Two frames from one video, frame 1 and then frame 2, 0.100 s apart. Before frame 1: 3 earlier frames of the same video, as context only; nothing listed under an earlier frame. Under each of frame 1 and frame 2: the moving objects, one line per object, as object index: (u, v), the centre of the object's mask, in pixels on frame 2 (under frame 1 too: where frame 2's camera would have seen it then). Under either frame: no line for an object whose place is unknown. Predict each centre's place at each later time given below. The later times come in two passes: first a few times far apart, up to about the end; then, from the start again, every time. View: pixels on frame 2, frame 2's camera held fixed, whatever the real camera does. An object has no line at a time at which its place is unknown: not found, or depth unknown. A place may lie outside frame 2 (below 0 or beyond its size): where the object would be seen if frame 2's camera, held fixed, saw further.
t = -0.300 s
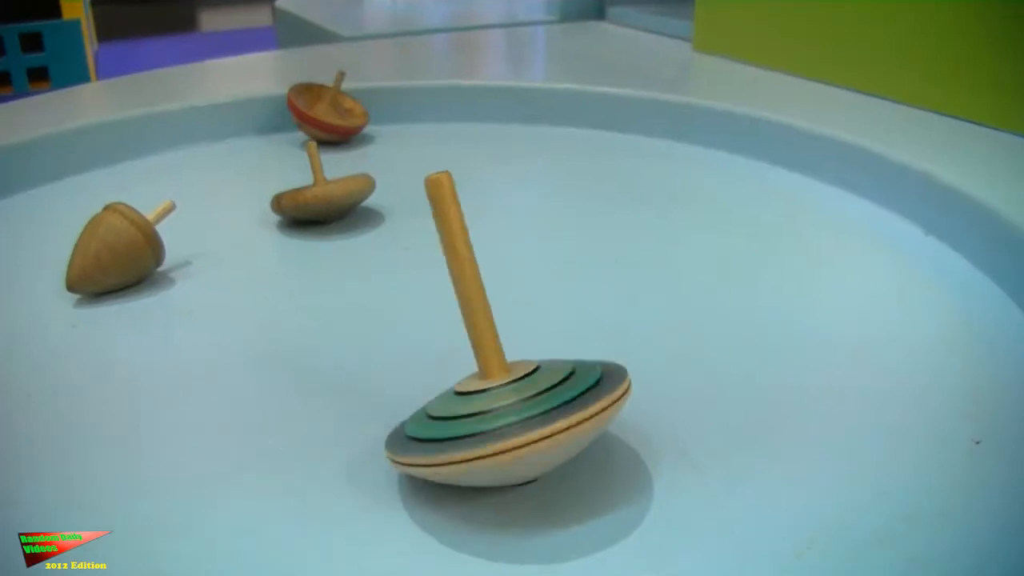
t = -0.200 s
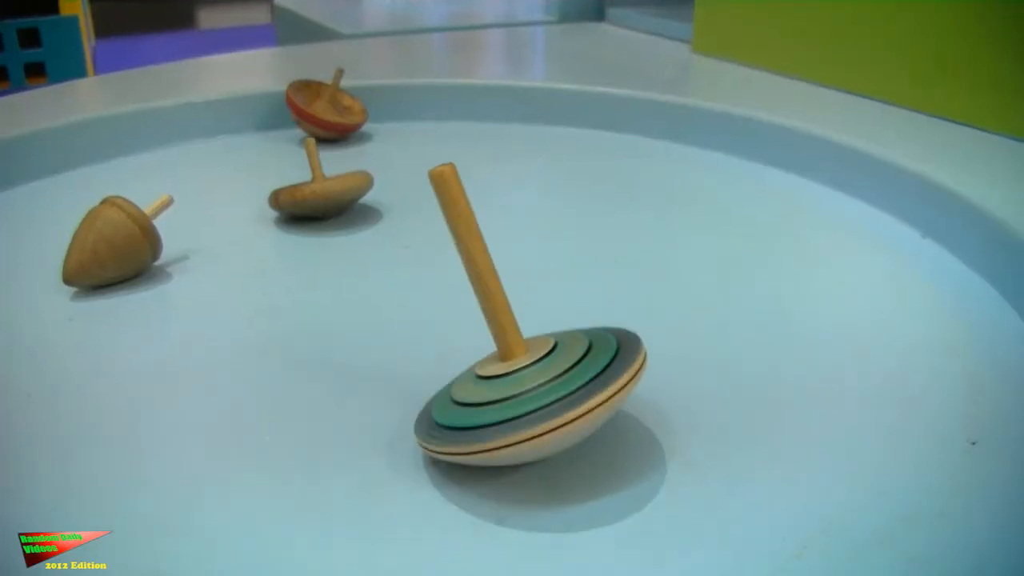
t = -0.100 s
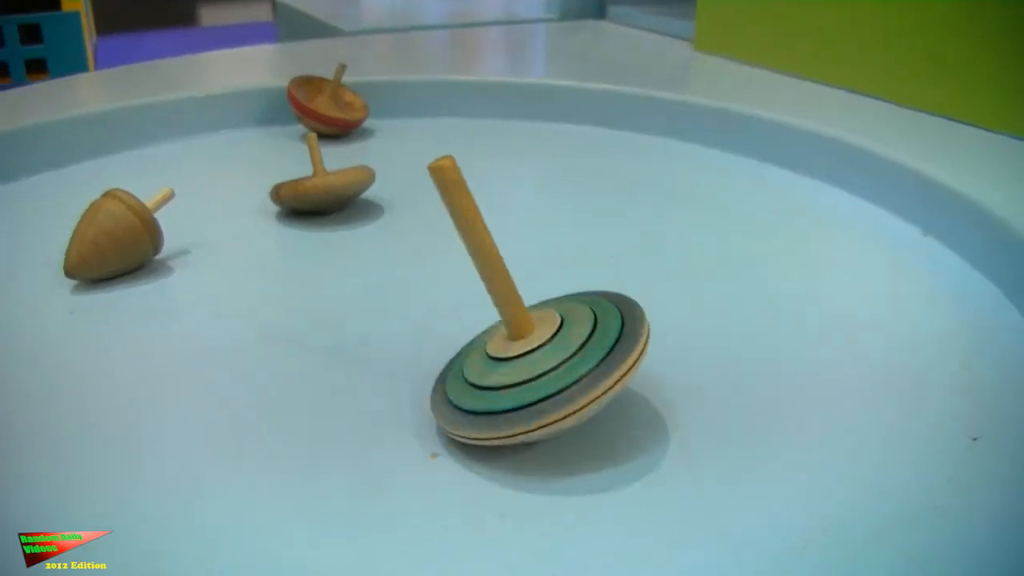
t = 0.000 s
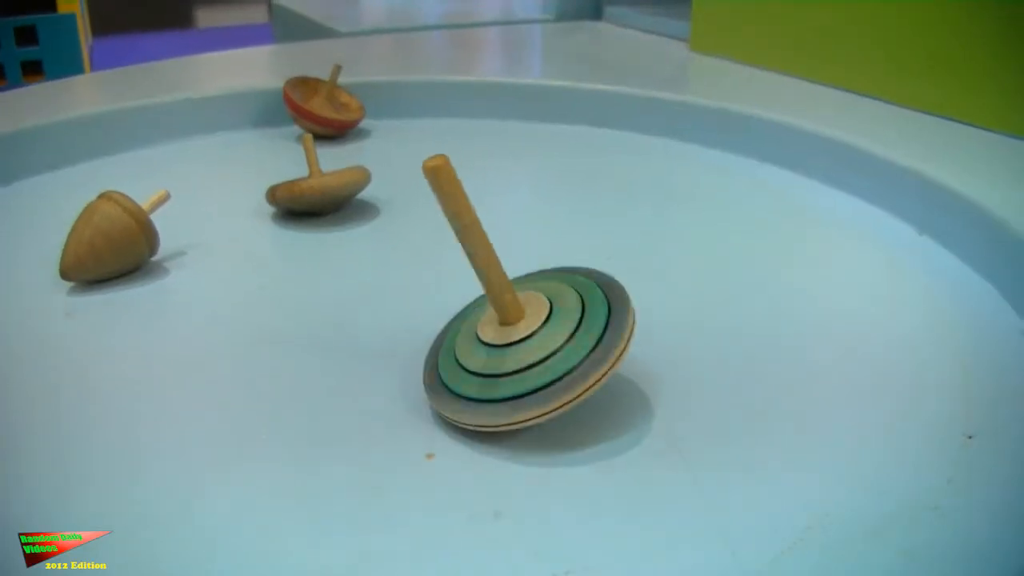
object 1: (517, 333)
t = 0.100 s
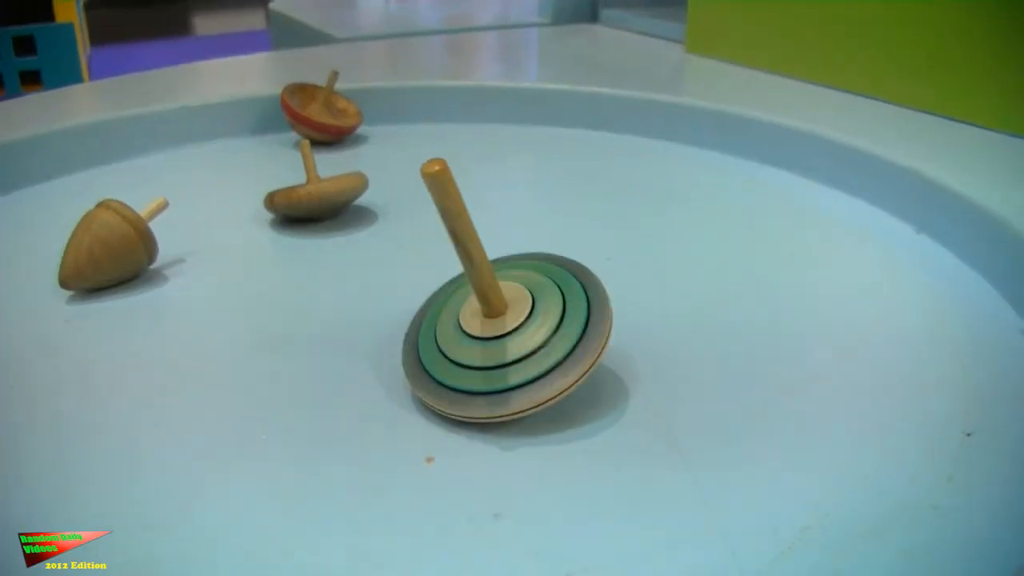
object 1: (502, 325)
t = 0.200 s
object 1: (475, 316)
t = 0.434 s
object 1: (404, 313)
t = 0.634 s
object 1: (355, 332)
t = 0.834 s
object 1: (353, 358)
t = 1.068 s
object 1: (418, 377)
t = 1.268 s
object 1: (479, 365)
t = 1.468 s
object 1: (503, 339)
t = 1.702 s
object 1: (476, 316)
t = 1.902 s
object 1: (420, 310)
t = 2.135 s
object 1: (365, 323)
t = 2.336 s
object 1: (358, 345)
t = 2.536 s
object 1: (398, 360)
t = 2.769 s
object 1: (454, 344)
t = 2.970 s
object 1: (471, 324)
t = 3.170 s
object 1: (453, 308)
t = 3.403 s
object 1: (394, 309)
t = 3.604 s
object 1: (360, 318)
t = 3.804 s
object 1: (360, 336)
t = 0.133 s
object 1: (495, 319)
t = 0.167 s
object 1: (484, 315)
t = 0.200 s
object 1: (475, 316)
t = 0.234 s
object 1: (465, 313)
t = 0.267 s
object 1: (454, 313)
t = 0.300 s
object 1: (445, 312)
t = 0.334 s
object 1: (434, 309)
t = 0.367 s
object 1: (423, 313)
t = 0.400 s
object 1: (414, 314)
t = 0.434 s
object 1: (404, 313)
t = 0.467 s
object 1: (394, 317)
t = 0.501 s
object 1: (385, 318)
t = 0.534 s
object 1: (374, 321)
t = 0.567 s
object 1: (367, 326)
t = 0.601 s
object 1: (362, 327)
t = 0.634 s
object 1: (355, 332)
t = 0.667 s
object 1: (354, 338)
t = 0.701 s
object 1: (350, 341)
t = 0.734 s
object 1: (347, 347)
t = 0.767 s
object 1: (352, 351)
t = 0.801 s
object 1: (351, 353)
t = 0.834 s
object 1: (353, 358)
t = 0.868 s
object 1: (361, 363)
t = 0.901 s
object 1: (366, 365)
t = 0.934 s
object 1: (376, 370)
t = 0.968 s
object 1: (387, 374)
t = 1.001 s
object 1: (394, 376)
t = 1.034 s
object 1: (408, 377)
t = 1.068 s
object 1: (418, 377)
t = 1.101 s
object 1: (426, 376)
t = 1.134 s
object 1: (440, 375)
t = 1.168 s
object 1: (450, 373)
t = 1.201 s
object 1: (460, 372)
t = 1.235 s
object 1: (472, 368)
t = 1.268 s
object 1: (479, 365)
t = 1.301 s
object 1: (485, 362)
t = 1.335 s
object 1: (491, 357)
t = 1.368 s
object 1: (493, 354)
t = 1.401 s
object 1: (501, 350)
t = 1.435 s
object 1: (504, 343)
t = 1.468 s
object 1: (503, 339)
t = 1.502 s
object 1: (506, 335)
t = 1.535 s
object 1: (502, 330)
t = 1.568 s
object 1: (498, 330)
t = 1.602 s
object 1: (498, 325)
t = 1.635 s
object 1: (490, 319)
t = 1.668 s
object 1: (482, 319)
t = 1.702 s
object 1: (476, 316)
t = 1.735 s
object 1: (466, 313)
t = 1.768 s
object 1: (458, 313)
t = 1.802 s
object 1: (449, 309)
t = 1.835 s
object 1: (437, 308)
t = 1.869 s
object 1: (428, 312)
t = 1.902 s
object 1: (420, 310)
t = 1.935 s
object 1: (410, 311)
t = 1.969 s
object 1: (402, 313)
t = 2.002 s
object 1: (393, 312)
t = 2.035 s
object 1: (383, 315)
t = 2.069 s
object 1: (377, 319)
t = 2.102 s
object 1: (371, 319)
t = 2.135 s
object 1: (365, 323)
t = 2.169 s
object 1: (363, 327)
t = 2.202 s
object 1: (358, 329)
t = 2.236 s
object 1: (356, 335)
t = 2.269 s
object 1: (359, 338)
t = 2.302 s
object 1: (357, 339)
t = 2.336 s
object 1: (358, 345)
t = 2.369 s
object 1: (366, 348)
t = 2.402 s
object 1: (369, 351)
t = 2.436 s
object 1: (375, 355)
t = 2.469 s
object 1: (383, 357)
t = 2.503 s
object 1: (388, 358)
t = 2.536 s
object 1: (398, 360)
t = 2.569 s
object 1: (408, 359)
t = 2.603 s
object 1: (412, 358)
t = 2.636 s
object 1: (420, 355)
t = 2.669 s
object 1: (427, 353)
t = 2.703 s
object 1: (434, 350)
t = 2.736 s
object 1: (446, 347)
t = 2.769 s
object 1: (454, 344)
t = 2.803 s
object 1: (458, 342)
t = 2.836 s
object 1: (466, 339)
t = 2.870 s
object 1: (469, 334)
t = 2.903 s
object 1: (469, 332)
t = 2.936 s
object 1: (472, 328)
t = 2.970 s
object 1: (471, 324)
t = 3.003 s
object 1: (471, 323)
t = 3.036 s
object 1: (472, 318)
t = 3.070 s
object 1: (467, 313)
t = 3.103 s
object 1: (462, 314)
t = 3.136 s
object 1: (460, 312)
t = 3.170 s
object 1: (453, 308)
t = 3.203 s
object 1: (446, 308)
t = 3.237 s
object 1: (439, 304)
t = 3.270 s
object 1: (429, 303)
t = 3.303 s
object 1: (420, 305)
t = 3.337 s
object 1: (412, 304)
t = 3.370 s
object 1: (402, 305)
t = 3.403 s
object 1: (394, 309)
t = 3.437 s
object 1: (389, 307)
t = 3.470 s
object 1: (378, 307)
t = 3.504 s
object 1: (372, 312)
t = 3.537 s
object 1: (368, 313)
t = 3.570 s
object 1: (363, 314)
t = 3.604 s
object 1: (360, 318)
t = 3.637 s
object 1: (359, 319)
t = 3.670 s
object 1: (355, 322)
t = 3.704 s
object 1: (355, 328)
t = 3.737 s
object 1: (357, 329)
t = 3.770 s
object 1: (355, 331)
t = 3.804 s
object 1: (360, 336)
